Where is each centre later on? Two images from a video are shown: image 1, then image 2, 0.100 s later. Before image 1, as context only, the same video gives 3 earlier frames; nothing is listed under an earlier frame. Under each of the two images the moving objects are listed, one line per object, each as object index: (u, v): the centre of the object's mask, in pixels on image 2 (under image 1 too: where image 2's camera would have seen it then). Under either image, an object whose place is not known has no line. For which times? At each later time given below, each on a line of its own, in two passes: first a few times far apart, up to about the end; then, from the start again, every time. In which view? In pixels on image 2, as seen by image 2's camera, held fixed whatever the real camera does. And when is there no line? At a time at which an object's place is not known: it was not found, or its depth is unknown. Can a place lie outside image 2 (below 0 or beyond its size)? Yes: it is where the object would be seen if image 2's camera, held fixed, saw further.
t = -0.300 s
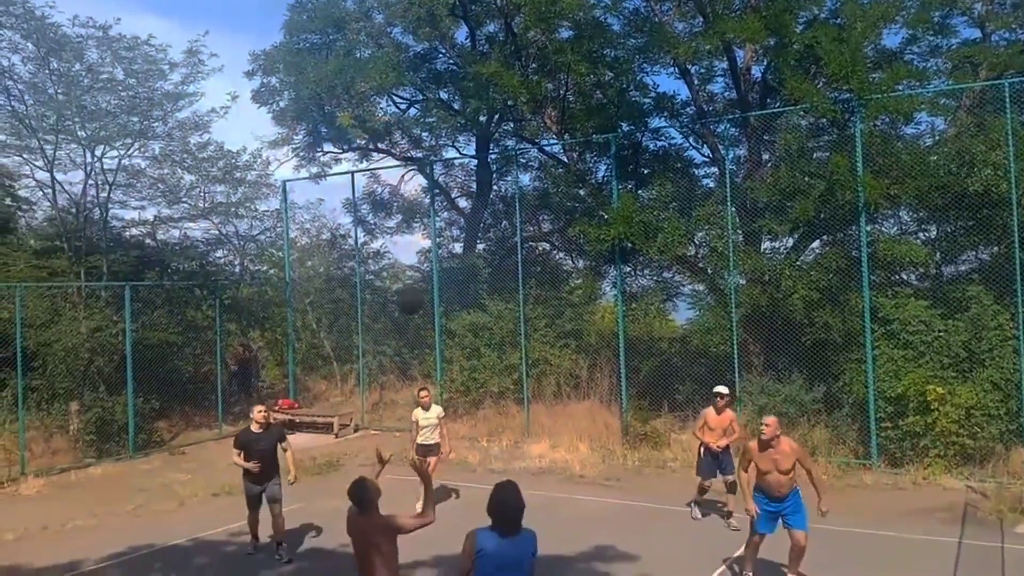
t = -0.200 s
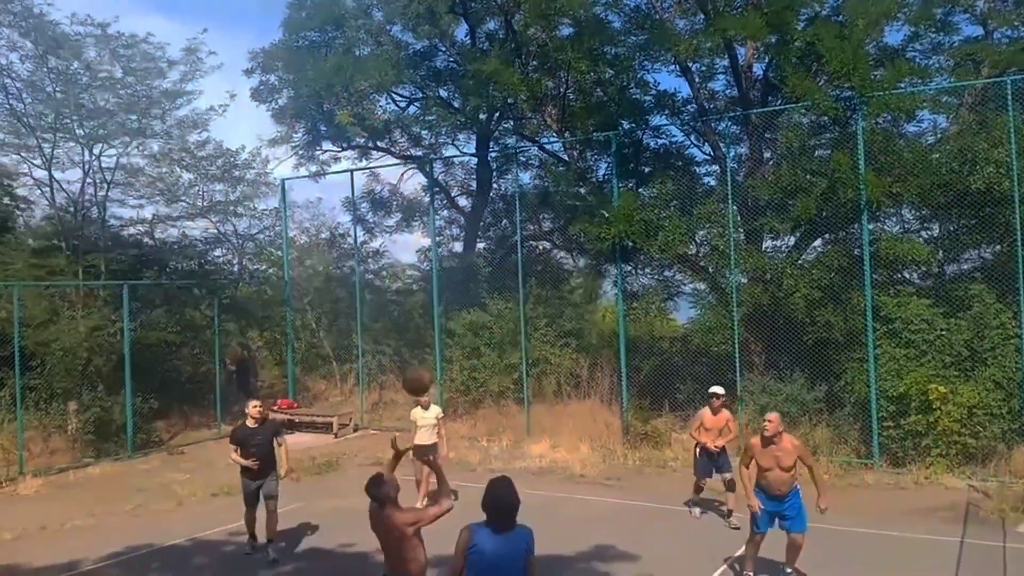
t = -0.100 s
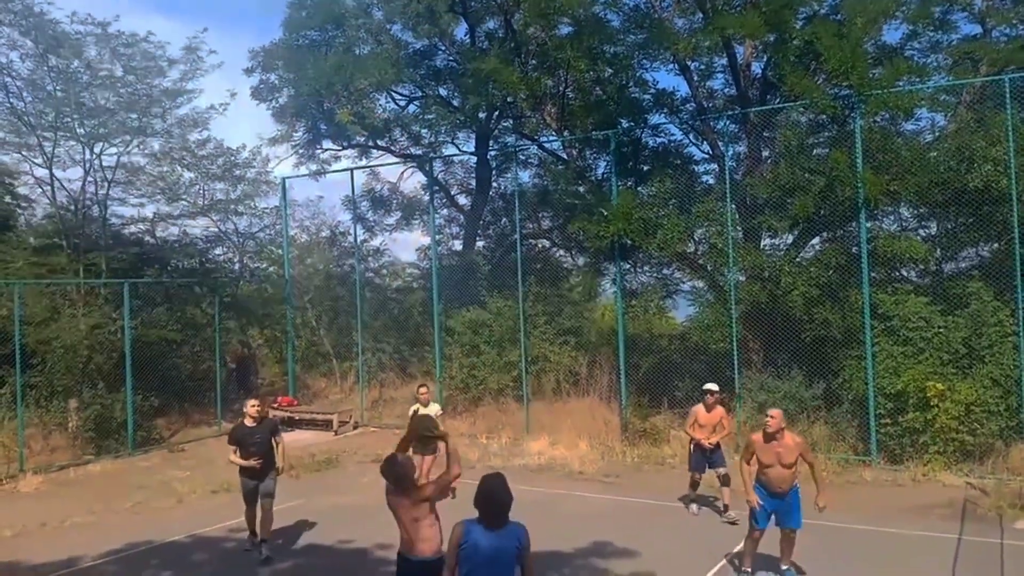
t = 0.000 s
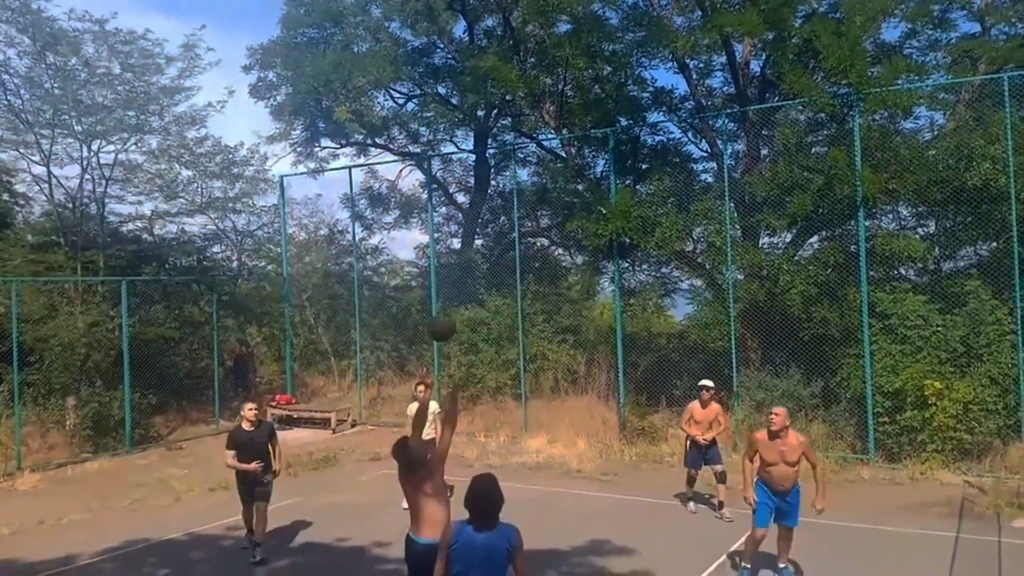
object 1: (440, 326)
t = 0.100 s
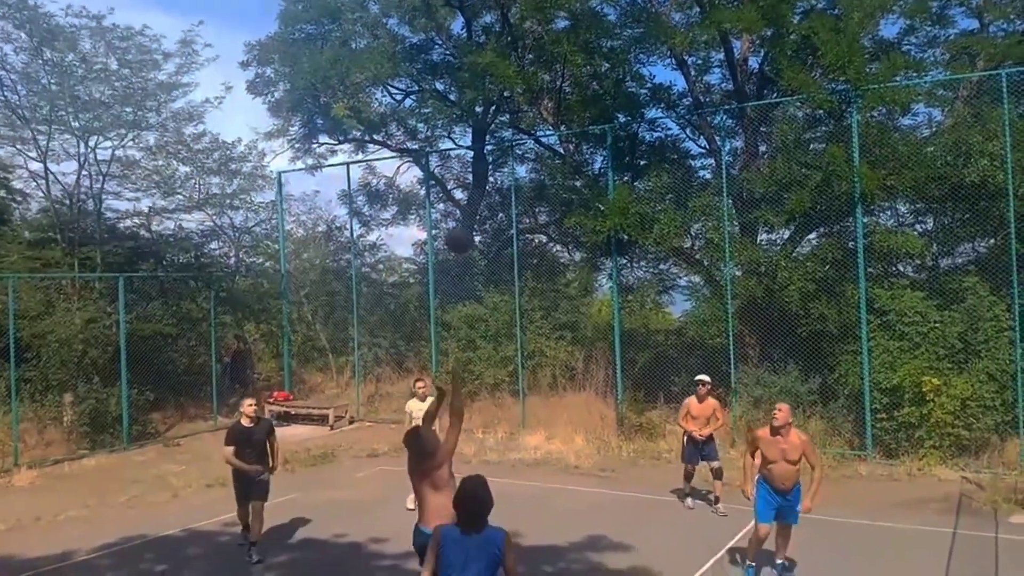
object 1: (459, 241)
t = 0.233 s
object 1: (486, 149)
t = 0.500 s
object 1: (538, 51)
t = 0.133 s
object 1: (465, 214)
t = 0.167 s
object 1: (473, 192)
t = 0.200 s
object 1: (479, 169)
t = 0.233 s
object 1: (486, 149)
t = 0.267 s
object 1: (493, 132)
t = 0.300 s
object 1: (499, 114)
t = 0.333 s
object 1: (506, 101)
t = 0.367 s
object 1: (512, 86)
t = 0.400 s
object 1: (519, 75)
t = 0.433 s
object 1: (526, 66)
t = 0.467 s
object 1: (532, 57)
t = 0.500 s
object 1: (538, 51)
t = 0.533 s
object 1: (544, 44)
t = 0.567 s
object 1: (550, 41)
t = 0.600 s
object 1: (557, 38)
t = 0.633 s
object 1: (563, 36)
